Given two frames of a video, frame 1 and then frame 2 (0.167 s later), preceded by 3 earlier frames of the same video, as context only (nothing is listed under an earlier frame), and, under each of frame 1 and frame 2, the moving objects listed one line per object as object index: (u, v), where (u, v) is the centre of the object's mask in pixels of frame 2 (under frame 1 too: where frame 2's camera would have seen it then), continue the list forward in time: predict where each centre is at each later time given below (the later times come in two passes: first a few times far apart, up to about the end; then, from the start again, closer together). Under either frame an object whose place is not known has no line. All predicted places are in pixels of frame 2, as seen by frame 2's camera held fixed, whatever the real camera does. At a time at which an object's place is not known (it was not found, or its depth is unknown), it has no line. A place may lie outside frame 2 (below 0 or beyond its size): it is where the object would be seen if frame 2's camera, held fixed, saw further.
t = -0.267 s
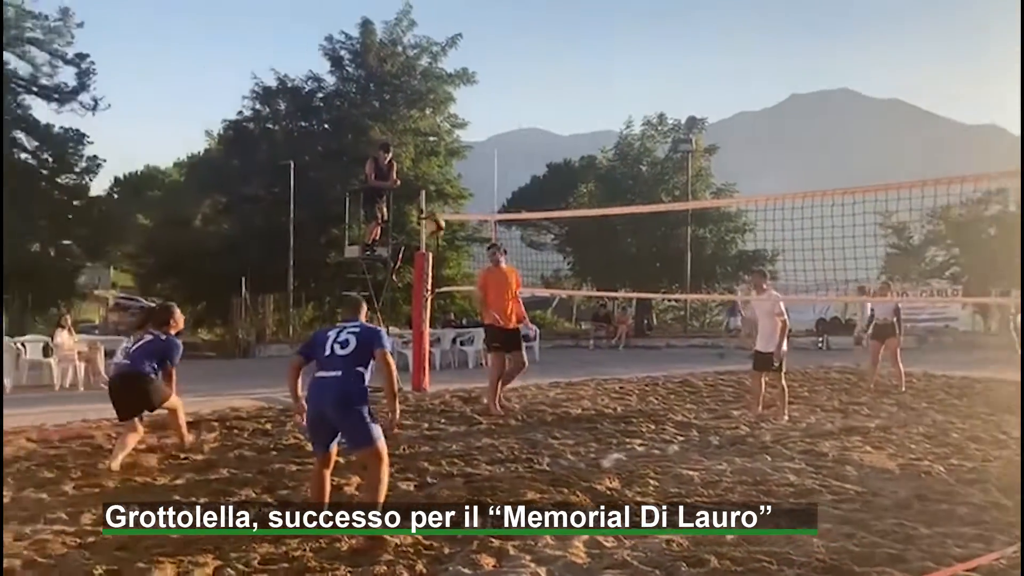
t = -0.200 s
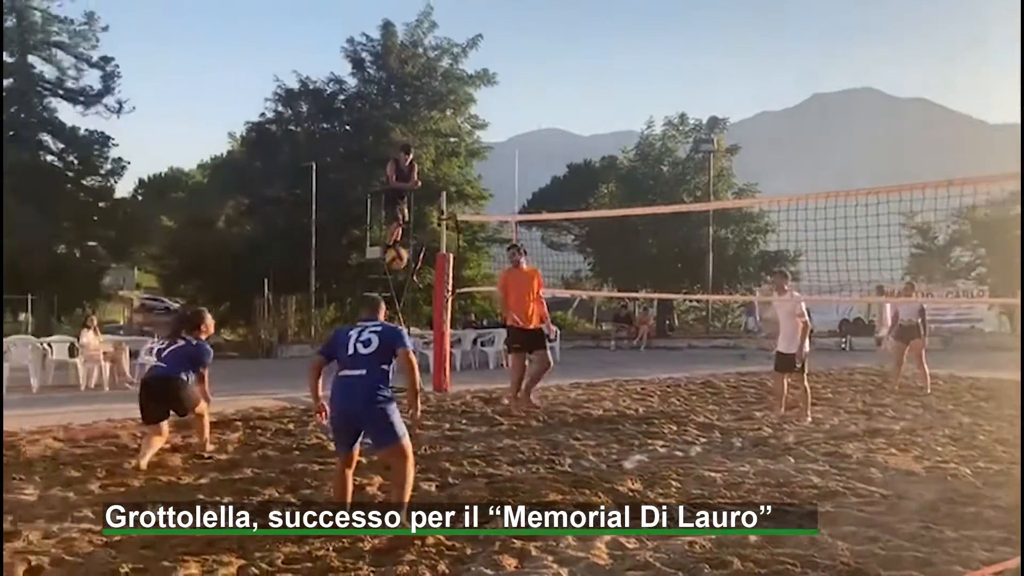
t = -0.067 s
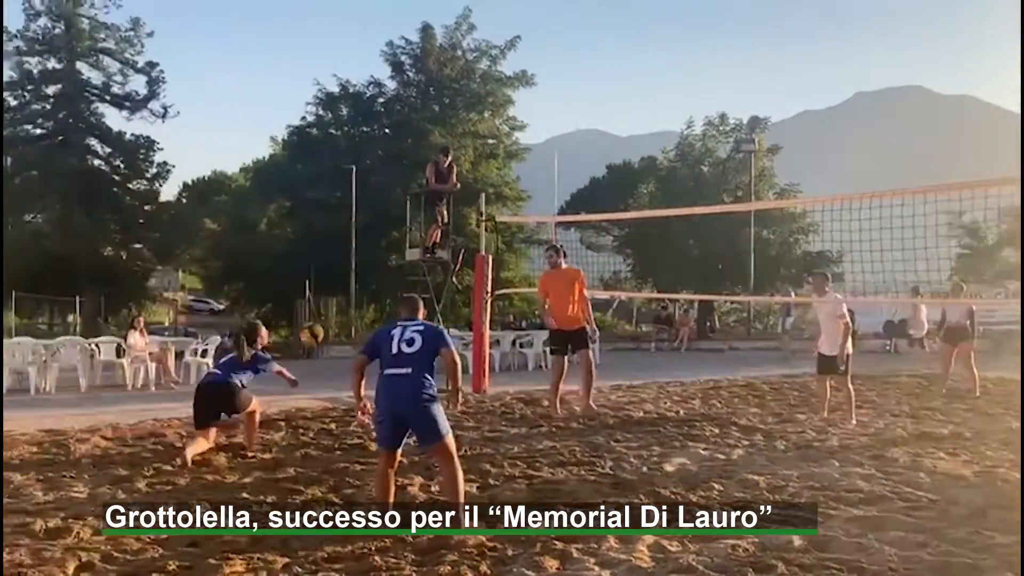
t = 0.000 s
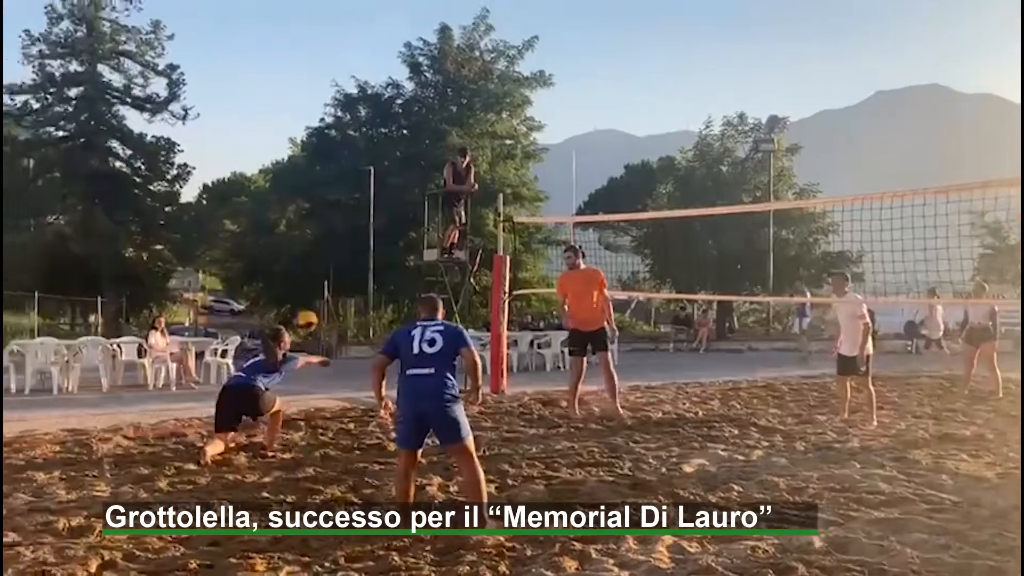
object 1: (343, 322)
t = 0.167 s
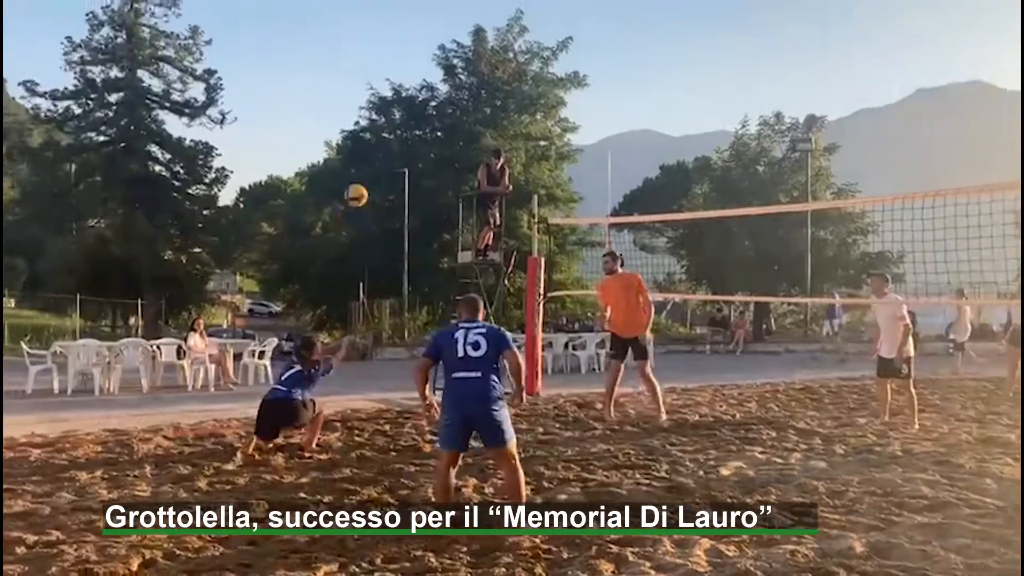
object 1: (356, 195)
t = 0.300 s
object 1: (366, 114)
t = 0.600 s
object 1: (384, 3)
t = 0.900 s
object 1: (401, -12)
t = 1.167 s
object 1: (416, 55)
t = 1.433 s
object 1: (434, 192)
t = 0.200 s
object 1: (359, 174)
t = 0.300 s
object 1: (366, 114)
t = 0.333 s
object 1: (369, 98)
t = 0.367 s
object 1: (370, 81)
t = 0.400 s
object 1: (372, 67)
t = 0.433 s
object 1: (374, 53)
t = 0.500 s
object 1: (378, 29)
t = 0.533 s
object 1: (380, 19)
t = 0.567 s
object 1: (382, 11)
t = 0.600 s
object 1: (384, 3)
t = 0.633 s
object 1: (385, -5)
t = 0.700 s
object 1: (389, -12)
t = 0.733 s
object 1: (392, -14)
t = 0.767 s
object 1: (393, -16)
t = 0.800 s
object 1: (395, -18)
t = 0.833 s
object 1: (397, -18)
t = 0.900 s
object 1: (401, -12)
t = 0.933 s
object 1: (403, -8)
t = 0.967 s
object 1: (405, -3)
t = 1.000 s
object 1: (407, 4)
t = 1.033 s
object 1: (408, 12)
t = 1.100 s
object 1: (413, 31)
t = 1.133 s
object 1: (414, 42)
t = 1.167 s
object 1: (416, 55)
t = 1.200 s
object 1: (418, 68)
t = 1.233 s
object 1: (420, 83)
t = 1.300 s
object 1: (424, 115)
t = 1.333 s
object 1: (425, 133)
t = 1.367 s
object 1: (429, 151)
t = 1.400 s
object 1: (431, 171)
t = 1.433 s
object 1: (434, 192)
